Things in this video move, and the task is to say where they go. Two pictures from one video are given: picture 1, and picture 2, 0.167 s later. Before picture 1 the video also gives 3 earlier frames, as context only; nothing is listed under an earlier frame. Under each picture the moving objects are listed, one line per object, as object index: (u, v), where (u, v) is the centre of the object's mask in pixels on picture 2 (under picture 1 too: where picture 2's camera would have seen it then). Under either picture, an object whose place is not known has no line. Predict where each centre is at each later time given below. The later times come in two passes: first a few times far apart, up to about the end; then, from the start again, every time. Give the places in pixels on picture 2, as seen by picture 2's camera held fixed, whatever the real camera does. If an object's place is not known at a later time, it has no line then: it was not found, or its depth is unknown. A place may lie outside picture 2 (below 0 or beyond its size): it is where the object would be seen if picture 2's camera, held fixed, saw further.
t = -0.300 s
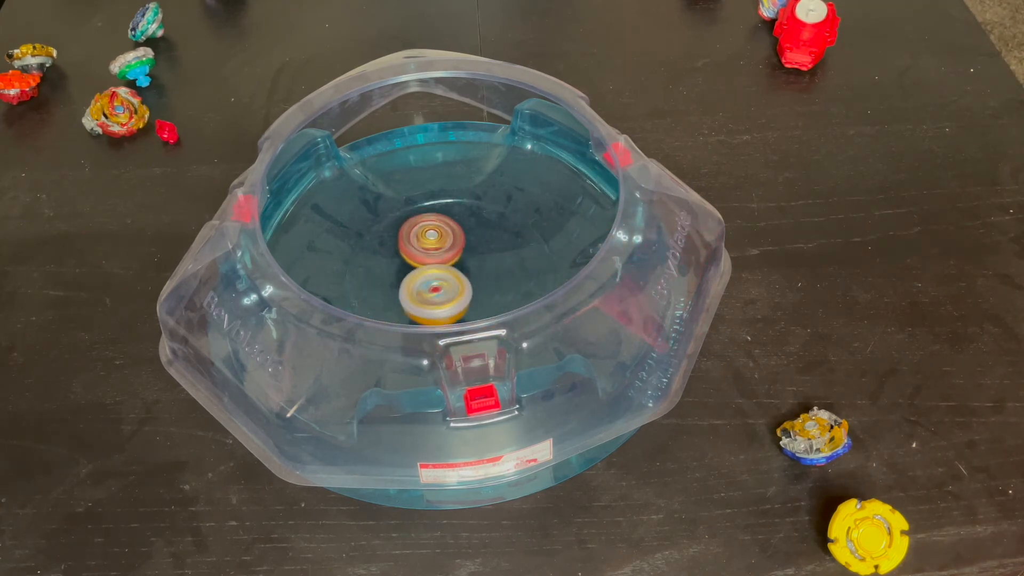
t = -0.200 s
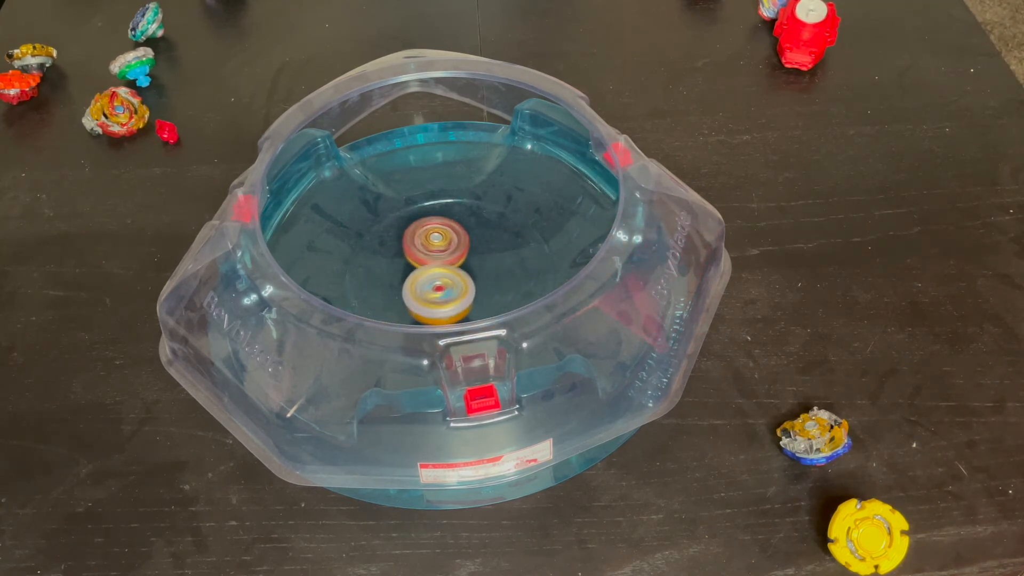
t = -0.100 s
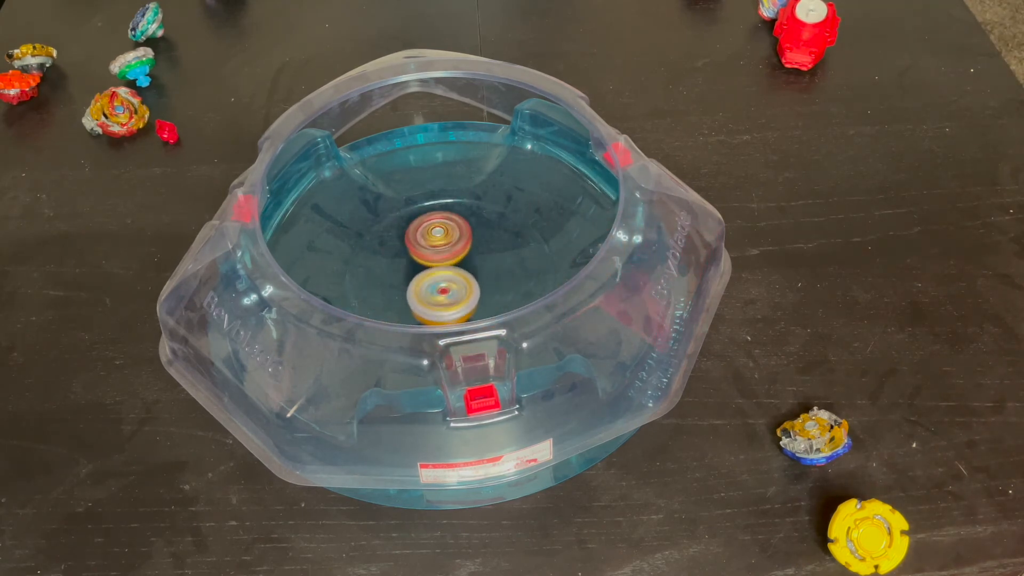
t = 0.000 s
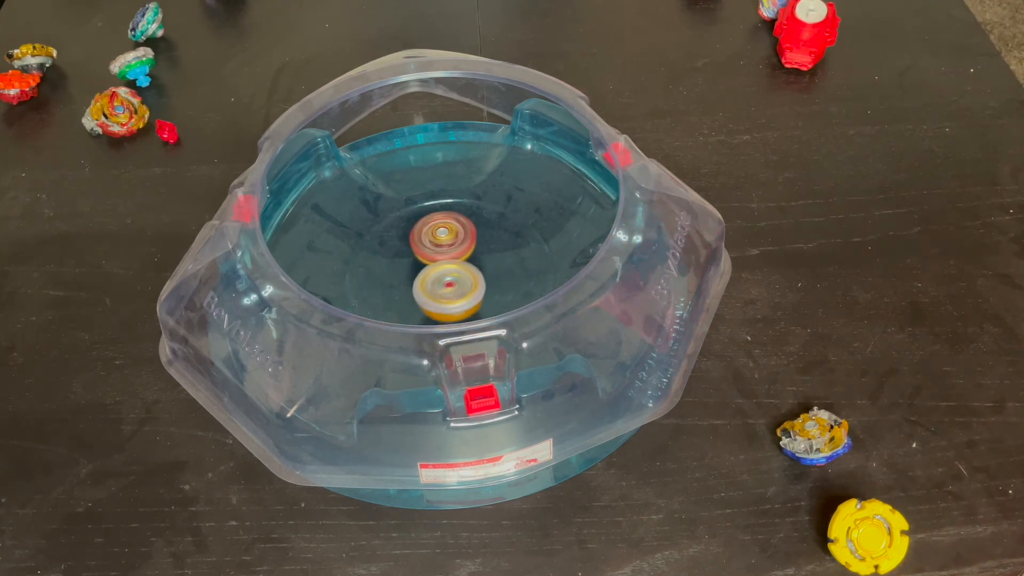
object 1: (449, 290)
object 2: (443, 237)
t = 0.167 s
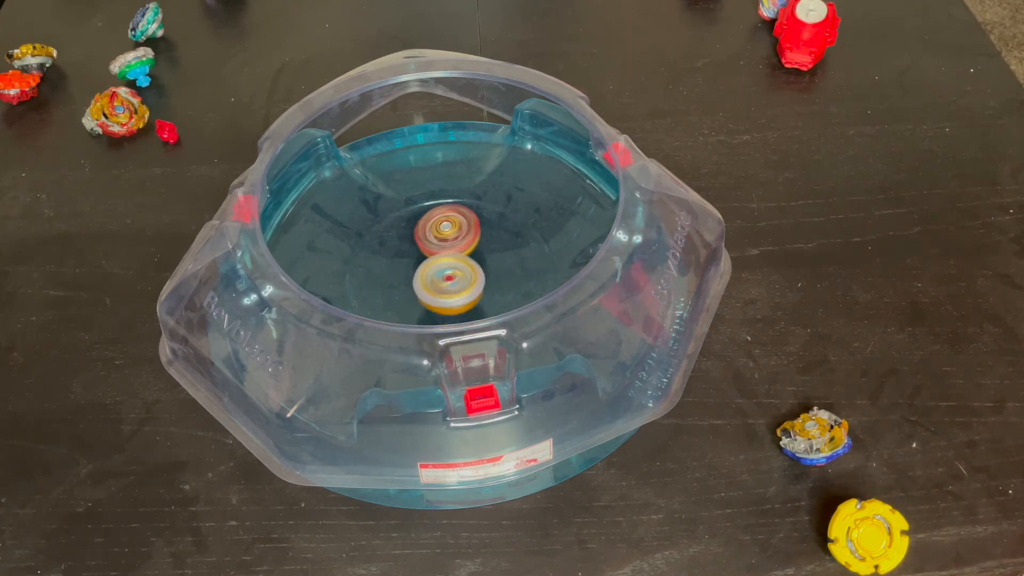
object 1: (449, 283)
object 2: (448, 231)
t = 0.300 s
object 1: (443, 281)
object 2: (452, 228)
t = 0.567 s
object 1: (436, 281)
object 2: (454, 227)
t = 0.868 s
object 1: (444, 298)
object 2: (452, 231)
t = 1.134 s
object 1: (464, 287)
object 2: (449, 234)
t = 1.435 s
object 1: (480, 314)
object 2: (449, 221)
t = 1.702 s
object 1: (474, 293)
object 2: (452, 230)
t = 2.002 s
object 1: (442, 283)
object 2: (452, 229)
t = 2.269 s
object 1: (424, 282)
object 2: (457, 235)
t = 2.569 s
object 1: (427, 283)
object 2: (465, 233)
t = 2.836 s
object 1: (418, 301)
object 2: (479, 208)
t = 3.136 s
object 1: (445, 286)
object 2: (476, 218)
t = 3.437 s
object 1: (419, 302)
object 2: (494, 188)
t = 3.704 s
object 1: (410, 302)
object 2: (494, 217)
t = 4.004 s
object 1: (406, 290)
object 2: (503, 243)
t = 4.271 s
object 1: (405, 290)
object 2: (526, 243)
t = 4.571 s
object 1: (444, 272)
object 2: (516, 255)
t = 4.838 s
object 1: (409, 270)
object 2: (529, 262)
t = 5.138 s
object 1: (430, 267)
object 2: (519, 274)
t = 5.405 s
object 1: (448, 256)
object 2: (506, 287)
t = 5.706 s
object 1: (457, 241)
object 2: (495, 290)
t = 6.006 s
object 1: (444, 245)
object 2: (467, 295)
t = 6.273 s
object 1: (427, 248)
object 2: (453, 301)
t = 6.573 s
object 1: (426, 244)
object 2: (446, 297)
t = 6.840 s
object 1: (445, 234)
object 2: (442, 294)
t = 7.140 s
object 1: (462, 237)
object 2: (436, 298)
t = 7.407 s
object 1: (461, 240)
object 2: (437, 294)
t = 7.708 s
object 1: (458, 234)
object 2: (431, 292)
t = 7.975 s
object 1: (448, 236)
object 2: (424, 294)
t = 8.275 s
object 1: (449, 236)
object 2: (422, 296)
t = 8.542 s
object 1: (452, 231)
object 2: (437, 289)
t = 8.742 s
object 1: (461, 229)
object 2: (436, 289)
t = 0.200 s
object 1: (447, 283)
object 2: (449, 230)
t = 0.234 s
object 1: (446, 281)
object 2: (450, 228)
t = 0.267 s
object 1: (445, 281)
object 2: (451, 228)
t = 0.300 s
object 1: (443, 281)
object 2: (452, 228)
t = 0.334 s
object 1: (442, 281)
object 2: (452, 227)
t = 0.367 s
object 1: (441, 279)
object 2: (453, 227)
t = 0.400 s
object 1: (438, 279)
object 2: (453, 226)
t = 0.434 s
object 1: (437, 280)
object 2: (454, 226)
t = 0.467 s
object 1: (435, 281)
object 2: (453, 227)
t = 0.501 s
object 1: (434, 281)
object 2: (453, 227)
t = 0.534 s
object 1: (435, 282)
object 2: (453, 227)
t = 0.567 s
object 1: (436, 281)
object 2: (454, 227)
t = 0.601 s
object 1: (437, 280)
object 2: (453, 227)
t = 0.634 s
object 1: (438, 278)
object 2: (453, 226)
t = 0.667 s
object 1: (437, 279)
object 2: (453, 227)
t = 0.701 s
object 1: (437, 283)
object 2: (453, 225)
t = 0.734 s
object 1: (437, 287)
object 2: (453, 226)
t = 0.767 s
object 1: (438, 291)
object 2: (452, 227)
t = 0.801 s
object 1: (439, 295)
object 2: (452, 228)
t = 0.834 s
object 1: (441, 297)
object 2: (452, 229)
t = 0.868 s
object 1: (444, 298)
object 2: (452, 231)
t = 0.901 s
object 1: (449, 298)
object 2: (452, 232)
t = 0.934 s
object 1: (454, 298)
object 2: (451, 234)
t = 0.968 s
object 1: (458, 296)
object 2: (451, 235)
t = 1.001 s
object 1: (461, 293)
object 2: (451, 237)
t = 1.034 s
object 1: (462, 289)
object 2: (451, 237)
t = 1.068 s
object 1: (462, 287)
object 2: (450, 235)
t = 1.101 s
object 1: (463, 288)
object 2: (449, 234)
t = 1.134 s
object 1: (464, 287)
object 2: (449, 234)
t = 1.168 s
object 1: (463, 287)
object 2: (449, 235)
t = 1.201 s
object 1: (463, 285)
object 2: (449, 235)
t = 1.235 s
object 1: (465, 290)
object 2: (448, 231)
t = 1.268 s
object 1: (468, 295)
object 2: (447, 224)
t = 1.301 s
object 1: (470, 304)
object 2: (446, 220)
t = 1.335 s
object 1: (472, 307)
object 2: (446, 220)
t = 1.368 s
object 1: (475, 309)
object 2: (447, 220)
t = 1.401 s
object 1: (477, 312)
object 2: (448, 220)
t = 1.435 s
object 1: (480, 314)
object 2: (449, 221)
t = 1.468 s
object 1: (483, 315)
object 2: (449, 222)
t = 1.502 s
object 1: (484, 315)
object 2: (450, 222)
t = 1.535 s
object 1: (486, 313)
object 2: (451, 223)
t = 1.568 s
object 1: (486, 309)
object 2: (451, 224)
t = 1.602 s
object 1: (483, 301)
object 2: (451, 226)
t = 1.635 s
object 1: (481, 301)
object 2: (452, 227)
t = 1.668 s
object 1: (477, 295)
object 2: (452, 228)
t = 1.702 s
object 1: (474, 293)
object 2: (452, 230)
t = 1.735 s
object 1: (470, 289)
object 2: (453, 232)
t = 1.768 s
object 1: (467, 285)
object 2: (453, 232)
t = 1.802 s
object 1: (464, 284)
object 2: (452, 231)
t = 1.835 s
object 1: (461, 283)
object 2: (452, 230)
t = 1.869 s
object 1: (457, 283)
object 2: (451, 229)
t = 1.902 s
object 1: (455, 283)
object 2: (451, 229)
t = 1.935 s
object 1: (450, 283)
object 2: (451, 229)
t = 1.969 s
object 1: (446, 282)
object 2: (452, 230)
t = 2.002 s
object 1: (442, 283)
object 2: (452, 229)
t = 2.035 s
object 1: (438, 284)
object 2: (452, 230)
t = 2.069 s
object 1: (433, 285)
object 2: (453, 231)
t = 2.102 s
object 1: (430, 286)
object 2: (453, 232)
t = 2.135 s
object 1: (428, 286)
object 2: (454, 232)
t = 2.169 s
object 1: (426, 286)
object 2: (455, 233)
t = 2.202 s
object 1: (425, 285)
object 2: (455, 234)
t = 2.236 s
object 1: (424, 283)
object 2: (456, 235)
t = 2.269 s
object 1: (424, 282)
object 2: (457, 235)
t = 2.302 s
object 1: (421, 283)
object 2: (458, 233)
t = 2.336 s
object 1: (419, 285)
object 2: (459, 231)
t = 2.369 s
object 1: (417, 287)
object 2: (460, 231)
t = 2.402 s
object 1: (416, 288)
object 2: (460, 232)
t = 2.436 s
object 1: (417, 289)
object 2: (462, 232)
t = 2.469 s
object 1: (419, 289)
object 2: (462, 232)
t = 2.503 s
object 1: (421, 288)
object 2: (463, 233)
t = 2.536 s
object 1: (425, 286)
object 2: (464, 233)
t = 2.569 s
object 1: (427, 283)
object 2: (465, 233)
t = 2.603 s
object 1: (429, 280)
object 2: (466, 233)
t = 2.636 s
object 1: (429, 280)
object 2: (468, 232)
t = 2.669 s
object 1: (424, 287)
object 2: (473, 220)
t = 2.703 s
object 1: (420, 292)
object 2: (476, 212)
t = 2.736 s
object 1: (419, 296)
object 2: (478, 208)
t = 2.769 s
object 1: (418, 298)
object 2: (478, 207)
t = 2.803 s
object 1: (418, 300)
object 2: (479, 208)
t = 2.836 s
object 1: (418, 301)
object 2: (479, 208)
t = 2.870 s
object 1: (420, 303)
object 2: (480, 208)
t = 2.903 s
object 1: (422, 304)
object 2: (480, 208)
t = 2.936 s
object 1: (425, 303)
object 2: (479, 209)
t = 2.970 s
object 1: (430, 302)
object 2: (479, 209)
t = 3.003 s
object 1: (433, 300)
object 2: (478, 211)
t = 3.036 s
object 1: (436, 298)
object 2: (478, 212)
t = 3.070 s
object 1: (439, 295)
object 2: (477, 214)
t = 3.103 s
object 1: (442, 291)
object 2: (477, 216)
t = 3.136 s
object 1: (445, 286)
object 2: (476, 218)
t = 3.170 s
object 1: (447, 282)
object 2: (476, 220)
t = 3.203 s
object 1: (448, 277)
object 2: (475, 222)
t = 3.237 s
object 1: (449, 274)
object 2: (475, 224)
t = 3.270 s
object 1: (444, 278)
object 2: (478, 221)
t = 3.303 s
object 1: (434, 289)
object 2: (485, 207)
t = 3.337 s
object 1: (427, 296)
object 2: (489, 196)
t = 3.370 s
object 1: (423, 299)
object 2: (492, 189)
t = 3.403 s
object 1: (420, 301)
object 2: (493, 187)
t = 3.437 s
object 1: (419, 302)
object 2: (494, 188)
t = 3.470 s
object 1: (417, 304)
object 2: (495, 189)
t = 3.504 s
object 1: (415, 305)
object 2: (495, 191)
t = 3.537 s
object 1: (411, 312)
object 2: (496, 193)
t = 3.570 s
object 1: (409, 312)
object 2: (497, 195)
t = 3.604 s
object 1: (409, 306)
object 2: (497, 202)
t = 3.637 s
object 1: (408, 306)
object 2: (496, 207)
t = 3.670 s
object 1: (409, 307)
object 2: (495, 213)
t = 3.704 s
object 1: (410, 302)
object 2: (494, 217)
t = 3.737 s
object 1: (411, 300)
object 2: (493, 221)
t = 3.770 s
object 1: (413, 297)
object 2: (492, 225)
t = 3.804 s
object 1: (416, 295)
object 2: (490, 229)
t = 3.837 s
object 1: (418, 291)
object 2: (488, 233)
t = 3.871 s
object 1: (421, 288)
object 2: (487, 238)
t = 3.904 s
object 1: (425, 285)
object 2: (484, 244)
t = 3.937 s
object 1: (428, 282)
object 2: (483, 250)
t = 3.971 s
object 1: (419, 284)
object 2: (491, 249)
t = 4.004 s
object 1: (406, 290)
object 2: (503, 243)
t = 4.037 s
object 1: (398, 292)
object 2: (511, 238)
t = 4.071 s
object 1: (395, 293)
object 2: (517, 238)
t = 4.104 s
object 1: (394, 294)
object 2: (522, 239)
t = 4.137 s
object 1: (394, 294)
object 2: (524, 240)
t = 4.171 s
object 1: (395, 294)
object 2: (527, 240)
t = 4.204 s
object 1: (398, 294)
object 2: (527, 241)
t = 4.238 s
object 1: (401, 293)
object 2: (526, 242)
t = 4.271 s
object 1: (405, 290)
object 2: (526, 243)
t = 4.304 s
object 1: (409, 288)
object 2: (527, 244)
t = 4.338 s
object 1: (413, 285)
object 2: (527, 244)
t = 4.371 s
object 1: (417, 282)
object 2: (526, 245)
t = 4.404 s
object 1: (422, 281)
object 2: (525, 246)
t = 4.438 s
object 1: (426, 278)
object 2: (524, 247)
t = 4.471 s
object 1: (430, 277)
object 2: (523, 249)
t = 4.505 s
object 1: (435, 275)
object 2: (522, 250)
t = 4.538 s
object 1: (439, 273)
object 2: (521, 252)
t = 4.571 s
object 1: (444, 272)
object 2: (516, 255)
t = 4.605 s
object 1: (443, 271)
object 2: (517, 257)
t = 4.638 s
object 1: (430, 270)
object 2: (526, 255)
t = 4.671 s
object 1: (421, 270)
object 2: (532, 256)
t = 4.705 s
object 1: (417, 269)
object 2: (532, 256)
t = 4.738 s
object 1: (415, 269)
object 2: (531, 258)
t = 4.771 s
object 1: (412, 270)
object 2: (531, 260)
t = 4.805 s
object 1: (410, 270)
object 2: (530, 260)
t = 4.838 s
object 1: (409, 270)
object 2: (529, 262)
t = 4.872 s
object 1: (409, 271)
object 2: (528, 263)
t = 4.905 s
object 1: (409, 271)
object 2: (528, 265)
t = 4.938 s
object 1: (410, 271)
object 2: (527, 266)
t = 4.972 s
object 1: (413, 271)
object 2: (525, 267)
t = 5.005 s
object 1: (413, 271)
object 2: (524, 268)
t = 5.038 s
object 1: (418, 270)
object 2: (523, 270)
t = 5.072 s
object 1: (422, 269)
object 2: (522, 271)
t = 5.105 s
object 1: (426, 268)
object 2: (520, 272)
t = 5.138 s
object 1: (430, 267)
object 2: (519, 274)
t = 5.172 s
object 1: (434, 267)
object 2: (516, 275)
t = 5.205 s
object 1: (438, 266)
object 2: (512, 278)
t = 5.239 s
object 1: (442, 265)
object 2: (509, 280)
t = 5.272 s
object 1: (442, 263)
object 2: (508, 282)
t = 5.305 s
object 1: (442, 261)
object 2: (508, 284)
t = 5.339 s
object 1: (444, 259)
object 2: (507, 285)
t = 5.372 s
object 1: (447, 257)
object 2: (507, 286)
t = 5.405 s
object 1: (448, 256)
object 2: (506, 287)
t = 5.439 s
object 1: (451, 253)
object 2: (505, 287)
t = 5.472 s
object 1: (452, 251)
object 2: (504, 288)
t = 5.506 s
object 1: (453, 250)
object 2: (502, 289)
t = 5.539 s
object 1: (456, 247)
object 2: (501, 289)
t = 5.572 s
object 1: (457, 246)
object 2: (501, 289)
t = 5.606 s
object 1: (458, 243)
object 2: (499, 289)
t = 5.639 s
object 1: (457, 242)
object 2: (498, 290)
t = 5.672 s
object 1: (457, 241)
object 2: (496, 290)
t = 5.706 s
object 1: (457, 241)
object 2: (495, 290)
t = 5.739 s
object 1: (455, 240)
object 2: (494, 290)
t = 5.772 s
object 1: (455, 240)
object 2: (492, 291)
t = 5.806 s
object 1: (452, 241)
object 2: (490, 291)
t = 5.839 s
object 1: (451, 241)
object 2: (486, 292)
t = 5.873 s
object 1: (451, 242)
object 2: (483, 292)
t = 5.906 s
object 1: (448, 242)
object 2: (479, 293)
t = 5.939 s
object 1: (448, 242)
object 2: (475, 293)
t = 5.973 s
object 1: (447, 243)
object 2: (471, 294)
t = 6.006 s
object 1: (444, 245)
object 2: (467, 295)
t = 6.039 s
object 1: (443, 246)
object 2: (465, 296)
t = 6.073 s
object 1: (441, 245)
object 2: (461, 297)
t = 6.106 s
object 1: (438, 246)
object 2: (456, 298)
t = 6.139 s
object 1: (434, 248)
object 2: (455, 299)
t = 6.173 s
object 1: (432, 249)
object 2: (454, 300)
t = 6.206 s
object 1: (431, 249)
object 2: (453, 300)
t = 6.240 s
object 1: (429, 248)
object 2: (453, 300)
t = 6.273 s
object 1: (427, 248)
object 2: (453, 301)
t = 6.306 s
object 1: (425, 247)
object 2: (452, 301)
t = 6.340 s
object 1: (424, 246)
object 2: (450, 301)
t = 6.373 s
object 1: (422, 245)
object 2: (448, 301)
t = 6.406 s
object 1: (421, 245)
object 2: (448, 301)
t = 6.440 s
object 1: (421, 245)
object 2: (448, 301)
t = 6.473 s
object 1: (422, 245)
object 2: (447, 300)
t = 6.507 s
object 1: (423, 245)
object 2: (445, 300)
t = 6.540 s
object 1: (424, 245)
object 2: (444, 298)
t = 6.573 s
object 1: (426, 244)
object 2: (446, 297)
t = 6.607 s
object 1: (429, 242)
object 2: (447, 296)
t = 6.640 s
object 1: (430, 240)
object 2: (447, 296)
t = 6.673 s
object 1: (432, 238)
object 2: (446, 295)
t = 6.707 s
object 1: (434, 238)
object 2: (445, 295)
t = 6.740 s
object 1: (437, 236)
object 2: (443, 295)
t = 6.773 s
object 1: (439, 235)
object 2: (443, 294)
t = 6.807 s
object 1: (441, 235)
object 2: (442, 294)
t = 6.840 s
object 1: (445, 234)
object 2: (442, 294)
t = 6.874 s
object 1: (447, 234)
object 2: (440, 294)
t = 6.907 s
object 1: (449, 234)
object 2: (439, 293)
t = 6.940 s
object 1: (452, 236)
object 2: (439, 293)
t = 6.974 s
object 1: (454, 236)
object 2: (438, 293)
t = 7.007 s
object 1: (456, 237)
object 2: (437, 293)
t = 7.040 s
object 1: (458, 238)
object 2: (438, 294)
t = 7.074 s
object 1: (459, 239)
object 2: (439, 295)
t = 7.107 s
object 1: (460, 237)
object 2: (438, 297)
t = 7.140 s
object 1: (462, 237)
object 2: (436, 298)
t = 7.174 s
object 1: (463, 237)
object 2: (435, 299)
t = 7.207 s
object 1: (464, 236)
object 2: (436, 299)
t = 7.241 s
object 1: (464, 236)
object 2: (436, 299)
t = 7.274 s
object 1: (465, 236)
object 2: (436, 297)
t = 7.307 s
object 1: (463, 238)
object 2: (436, 297)
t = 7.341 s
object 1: (462, 239)
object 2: (435, 296)
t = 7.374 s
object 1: (461, 239)
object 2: (436, 295)
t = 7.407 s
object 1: (461, 240)
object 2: (437, 294)
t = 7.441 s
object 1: (462, 240)
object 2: (436, 295)
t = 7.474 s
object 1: (462, 238)
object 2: (435, 296)
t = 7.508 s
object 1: (461, 237)
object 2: (438, 297)
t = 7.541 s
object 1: (461, 236)
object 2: (440, 296)
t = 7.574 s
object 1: (461, 234)
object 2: (439, 294)
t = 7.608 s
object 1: (460, 234)
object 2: (437, 292)
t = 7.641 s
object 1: (459, 233)
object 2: (435, 291)
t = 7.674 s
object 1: (460, 233)
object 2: (432, 291)
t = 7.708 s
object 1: (458, 234)
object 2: (431, 292)
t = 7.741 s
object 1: (456, 234)
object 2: (430, 292)
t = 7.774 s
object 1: (455, 234)
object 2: (430, 293)
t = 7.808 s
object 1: (454, 235)
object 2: (431, 292)
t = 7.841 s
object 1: (452, 236)
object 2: (430, 291)
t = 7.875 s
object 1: (452, 235)
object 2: (428, 294)
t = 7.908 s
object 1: (452, 235)
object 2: (428, 295)
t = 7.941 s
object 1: (451, 236)
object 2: (426, 295)
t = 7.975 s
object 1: (448, 236)
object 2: (424, 294)
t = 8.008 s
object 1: (448, 235)
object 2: (423, 294)
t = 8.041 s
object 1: (449, 236)
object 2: (423, 294)
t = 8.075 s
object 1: (446, 238)
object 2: (423, 293)
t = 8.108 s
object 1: (444, 239)
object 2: (422, 291)
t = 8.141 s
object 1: (445, 238)
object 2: (419, 291)
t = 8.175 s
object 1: (447, 236)
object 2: (415, 294)
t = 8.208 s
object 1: (450, 234)
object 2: (415, 296)
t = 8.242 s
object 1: (451, 234)
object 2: (418, 297)
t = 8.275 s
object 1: (449, 236)
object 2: (422, 296)
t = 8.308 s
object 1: (447, 237)
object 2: (424, 293)
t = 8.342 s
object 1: (445, 237)
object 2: (424, 290)
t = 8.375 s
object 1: (444, 236)
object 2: (424, 288)
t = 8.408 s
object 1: (445, 234)
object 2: (423, 291)
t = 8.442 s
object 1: (447, 230)
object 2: (426, 293)
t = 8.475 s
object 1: (449, 229)
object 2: (431, 294)
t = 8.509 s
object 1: (452, 229)
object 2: (435, 292)
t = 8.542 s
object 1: (452, 231)
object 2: (437, 289)
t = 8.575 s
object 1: (451, 232)
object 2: (437, 286)
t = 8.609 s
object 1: (451, 228)
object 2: (436, 289)
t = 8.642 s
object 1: (454, 226)
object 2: (437, 290)
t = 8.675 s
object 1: (458, 227)
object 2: (438, 290)
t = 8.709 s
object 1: (460, 228)
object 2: (437, 289)
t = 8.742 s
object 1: (461, 229)
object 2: (436, 289)
